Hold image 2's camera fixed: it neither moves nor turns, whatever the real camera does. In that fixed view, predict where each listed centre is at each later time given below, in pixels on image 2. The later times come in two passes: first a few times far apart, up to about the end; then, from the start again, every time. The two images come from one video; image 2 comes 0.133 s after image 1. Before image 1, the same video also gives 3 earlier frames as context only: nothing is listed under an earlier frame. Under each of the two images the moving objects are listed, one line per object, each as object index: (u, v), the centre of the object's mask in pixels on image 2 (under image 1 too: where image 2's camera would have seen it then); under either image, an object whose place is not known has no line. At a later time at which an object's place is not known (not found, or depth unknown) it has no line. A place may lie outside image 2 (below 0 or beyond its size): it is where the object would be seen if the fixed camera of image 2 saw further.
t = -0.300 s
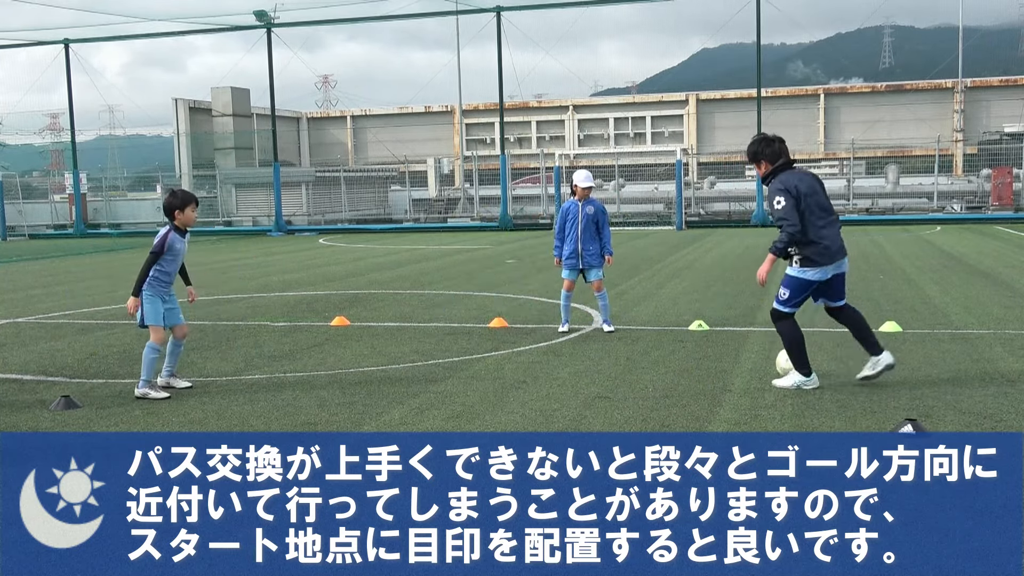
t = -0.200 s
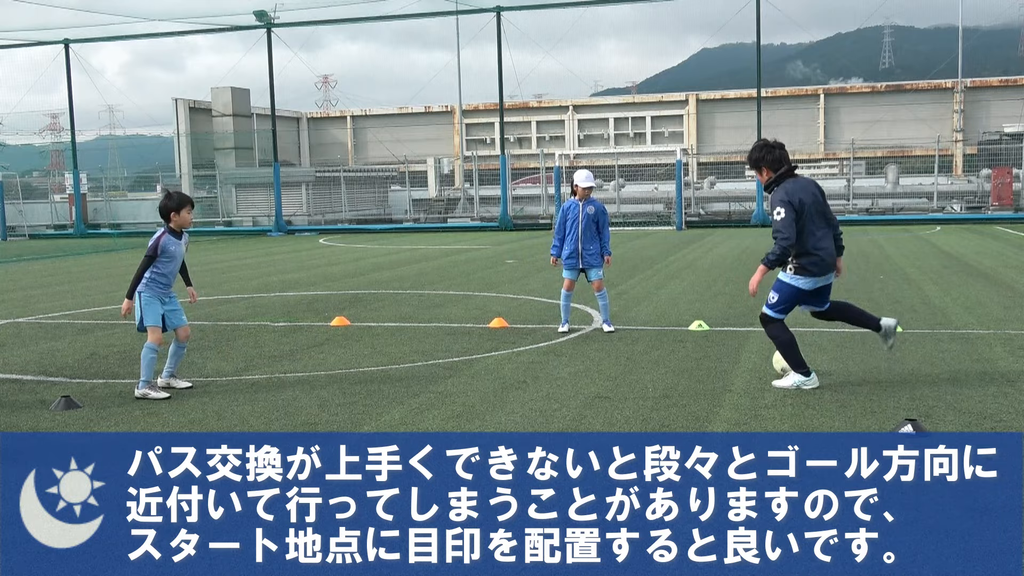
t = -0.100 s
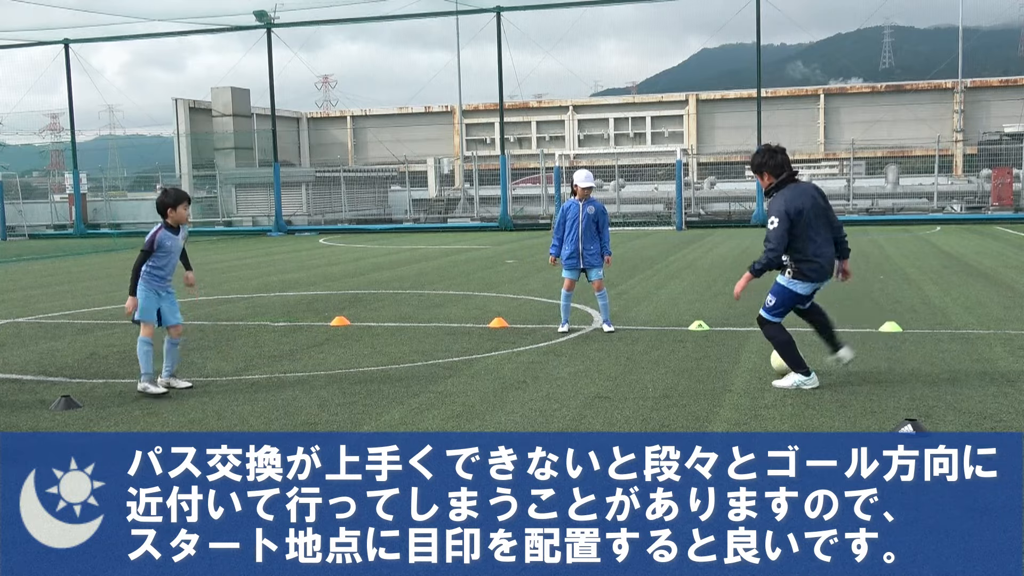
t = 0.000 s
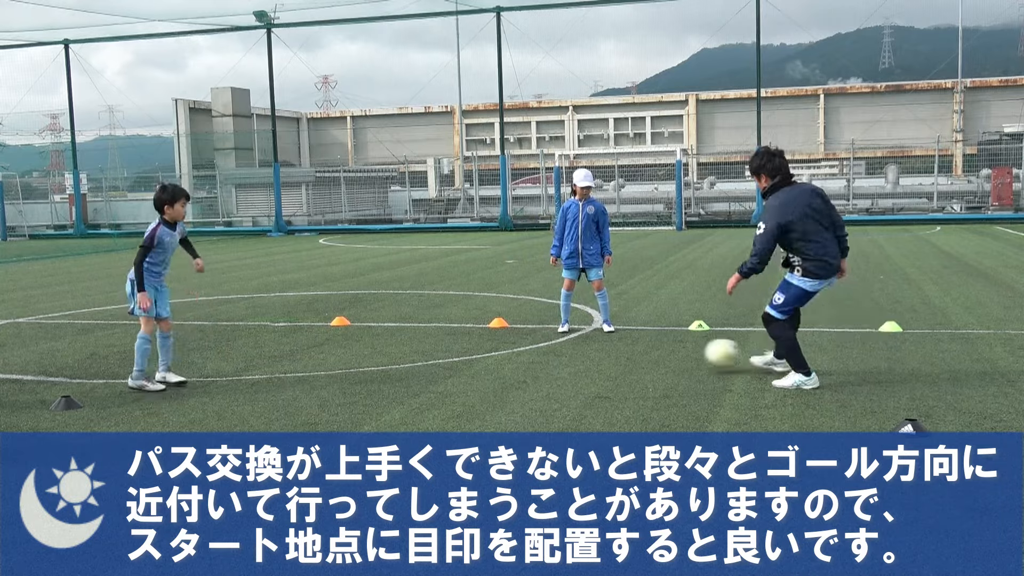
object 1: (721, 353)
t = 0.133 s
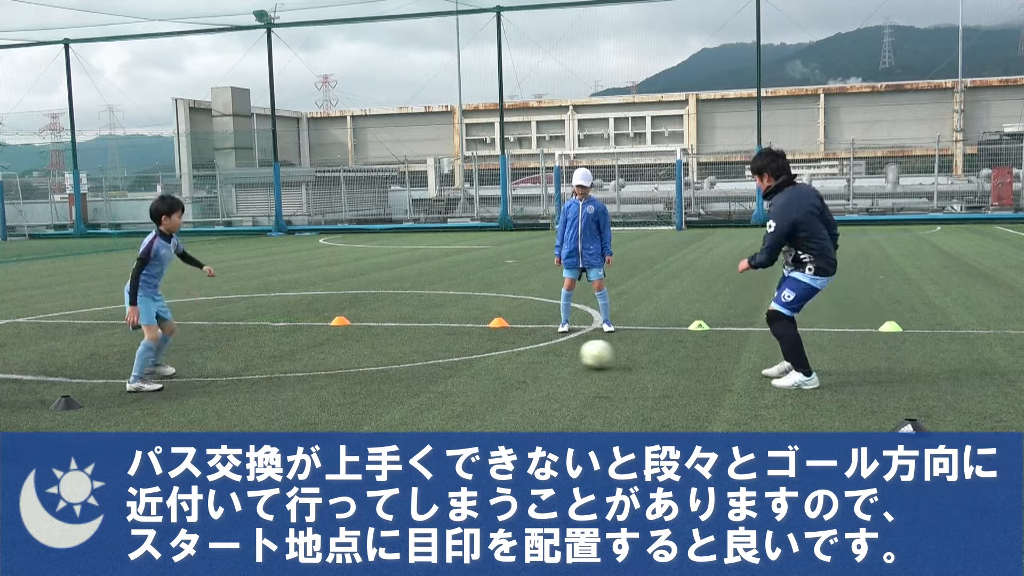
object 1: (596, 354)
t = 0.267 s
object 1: (491, 351)
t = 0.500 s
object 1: (353, 345)
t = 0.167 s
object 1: (568, 353)
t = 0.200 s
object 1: (541, 353)
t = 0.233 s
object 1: (516, 352)
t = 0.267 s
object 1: (491, 351)
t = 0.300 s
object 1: (468, 350)
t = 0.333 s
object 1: (447, 349)
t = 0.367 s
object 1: (426, 349)
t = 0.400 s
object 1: (405, 349)
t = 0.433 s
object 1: (388, 347)
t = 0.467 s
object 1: (370, 344)
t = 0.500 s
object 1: (353, 345)
